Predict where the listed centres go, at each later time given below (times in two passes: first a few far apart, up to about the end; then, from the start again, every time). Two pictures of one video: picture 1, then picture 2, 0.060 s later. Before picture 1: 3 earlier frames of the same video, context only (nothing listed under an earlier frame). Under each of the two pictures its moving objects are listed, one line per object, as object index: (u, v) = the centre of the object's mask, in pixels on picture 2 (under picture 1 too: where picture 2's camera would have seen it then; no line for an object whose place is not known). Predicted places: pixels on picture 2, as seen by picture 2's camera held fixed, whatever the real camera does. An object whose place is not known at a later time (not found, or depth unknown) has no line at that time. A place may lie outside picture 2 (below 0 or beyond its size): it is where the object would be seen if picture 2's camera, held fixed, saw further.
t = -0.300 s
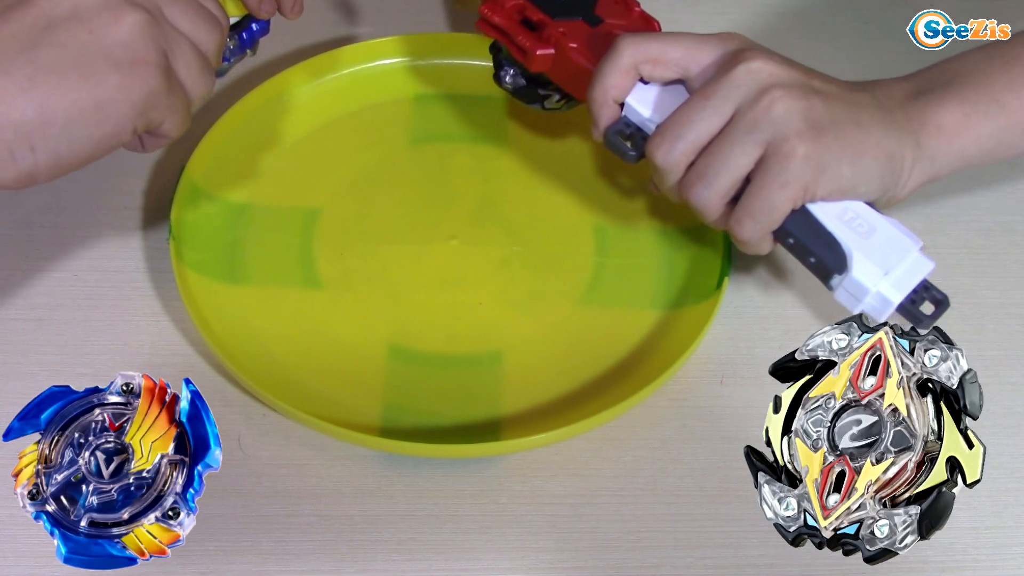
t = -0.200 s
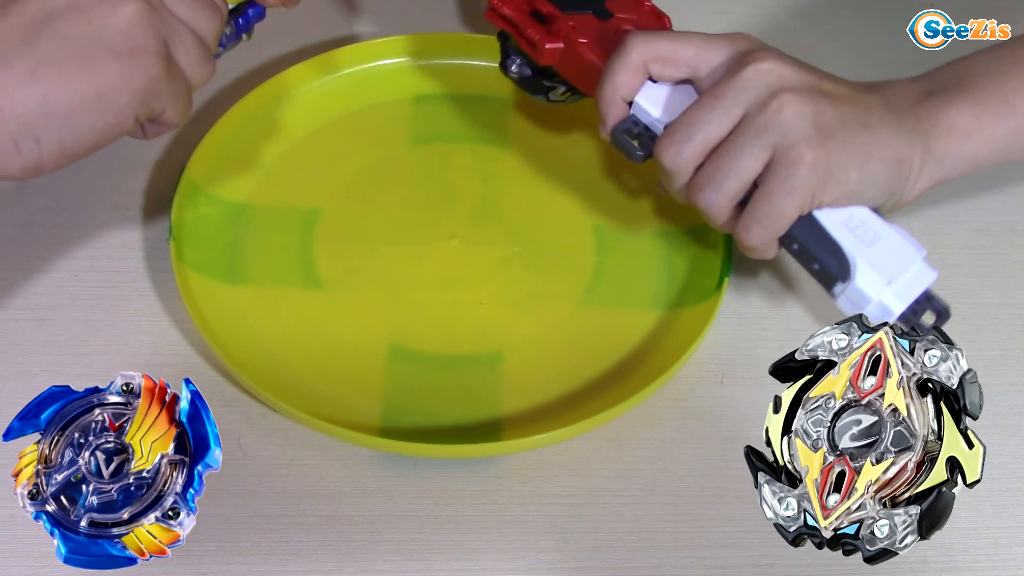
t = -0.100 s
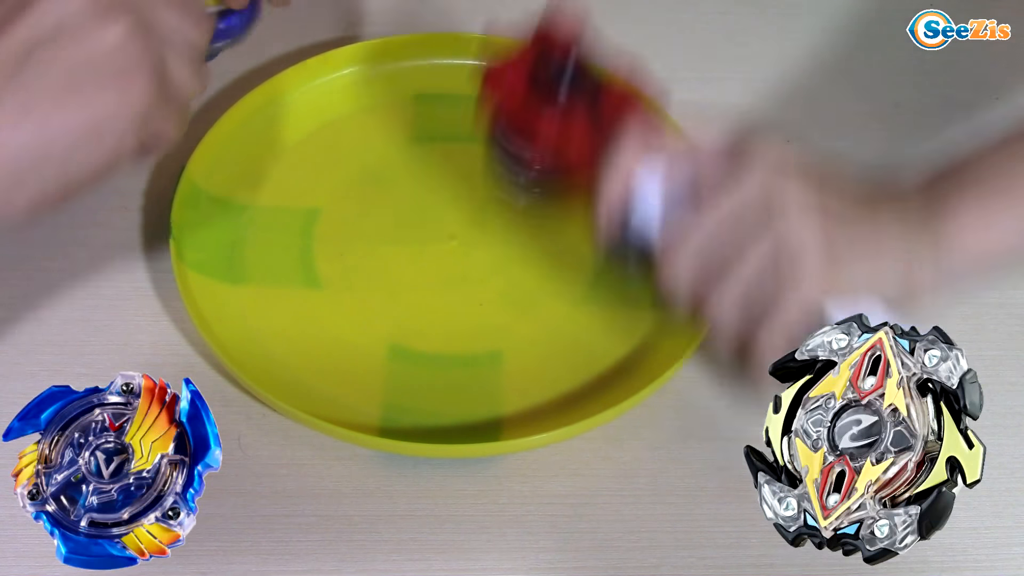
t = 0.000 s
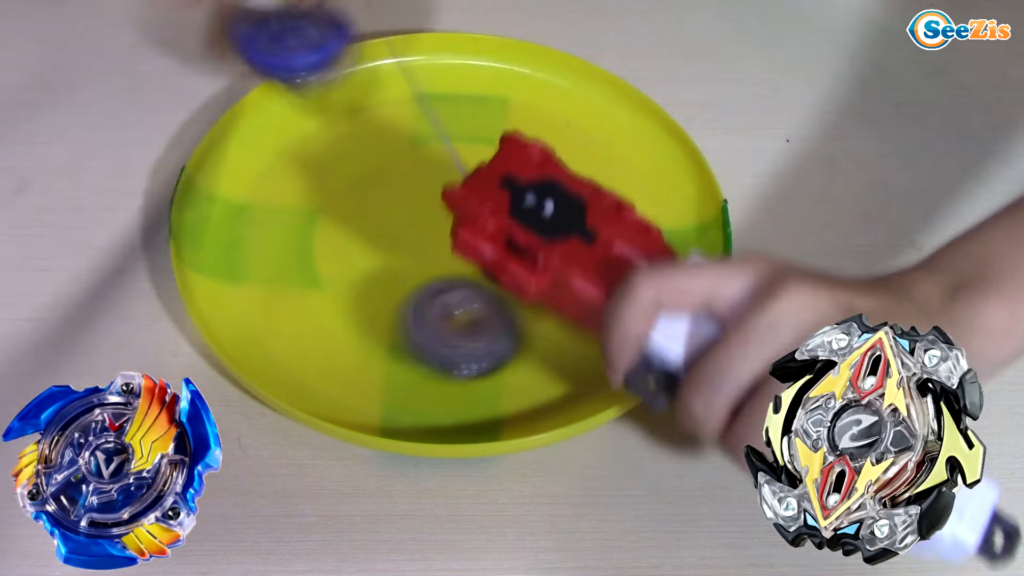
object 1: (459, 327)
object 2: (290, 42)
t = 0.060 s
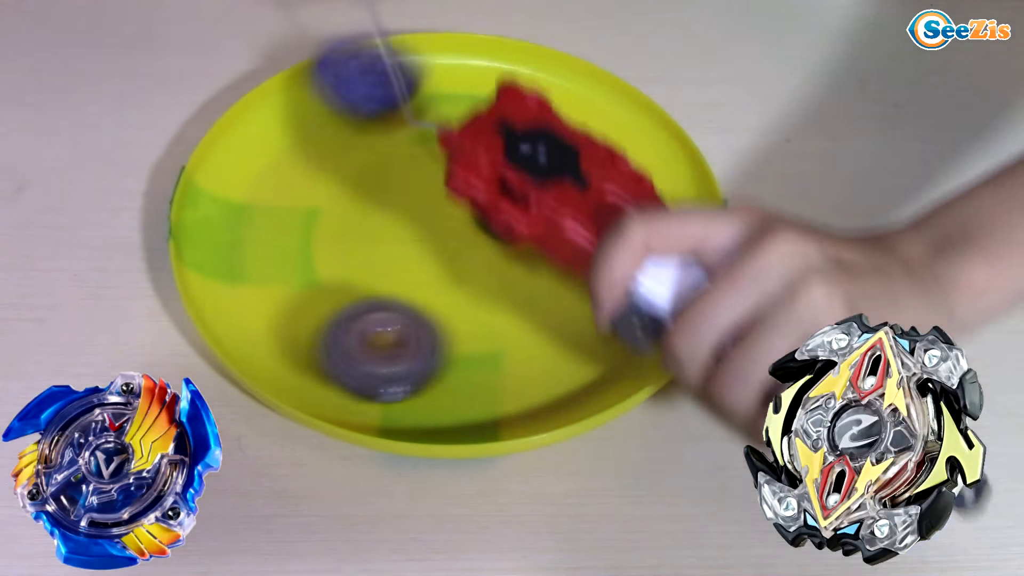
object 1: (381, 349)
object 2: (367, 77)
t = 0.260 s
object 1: (281, 292)
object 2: (527, 129)
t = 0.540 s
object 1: (231, 219)
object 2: (606, 281)
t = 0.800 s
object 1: (238, 164)
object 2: (575, 330)
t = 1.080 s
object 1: (275, 108)
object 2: (492, 347)
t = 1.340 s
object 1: (347, 64)
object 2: (413, 330)
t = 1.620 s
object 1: (437, 48)
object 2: (376, 280)
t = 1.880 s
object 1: (520, 58)
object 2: (375, 226)
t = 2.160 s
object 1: (588, 88)
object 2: (418, 188)
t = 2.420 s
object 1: (641, 136)
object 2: (477, 171)
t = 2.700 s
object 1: (662, 188)
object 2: (535, 190)
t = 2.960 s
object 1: (656, 212)
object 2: (496, 205)
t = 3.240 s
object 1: (615, 306)
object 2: (454, 221)
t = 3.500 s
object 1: (509, 357)
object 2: (415, 227)
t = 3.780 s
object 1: (391, 352)
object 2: (389, 217)
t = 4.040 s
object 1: (296, 314)
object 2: (382, 204)
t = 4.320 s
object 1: (235, 235)
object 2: (386, 195)
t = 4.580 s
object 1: (241, 157)
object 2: (395, 195)
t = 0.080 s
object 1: (358, 351)
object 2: (384, 57)
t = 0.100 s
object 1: (336, 350)
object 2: (402, 43)
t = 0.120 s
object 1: (316, 347)
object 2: (421, 34)
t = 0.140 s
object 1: (300, 341)
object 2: (428, 30)
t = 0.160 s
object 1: (289, 335)
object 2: (433, 41)
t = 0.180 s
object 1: (282, 326)
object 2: (456, 70)
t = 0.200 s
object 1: (279, 317)
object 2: (477, 81)
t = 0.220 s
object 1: (279, 309)
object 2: (500, 96)
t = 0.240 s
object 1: (281, 301)
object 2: (516, 112)
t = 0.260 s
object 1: (281, 292)
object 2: (527, 129)
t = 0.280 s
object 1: (279, 284)
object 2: (537, 147)
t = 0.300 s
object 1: (274, 277)
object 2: (548, 162)
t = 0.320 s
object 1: (268, 270)
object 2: (557, 177)
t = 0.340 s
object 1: (260, 264)
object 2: (566, 192)
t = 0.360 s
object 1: (251, 257)
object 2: (574, 205)
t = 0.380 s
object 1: (241, 251)
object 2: (581, 217)
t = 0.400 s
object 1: (234, 245)
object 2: (588, 229)
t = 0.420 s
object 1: (230, 239)
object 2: (593, 239)
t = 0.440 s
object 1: (231, 235)
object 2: (598, 248)
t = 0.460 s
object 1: (233, 233)
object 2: (601, 254)
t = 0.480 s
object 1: (236, 230)
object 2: (604, 261)
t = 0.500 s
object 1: (237, 227)
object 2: (605, 269)
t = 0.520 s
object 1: (235, 223)
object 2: (606, 275)
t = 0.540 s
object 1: (231, 219)
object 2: (606, 281)
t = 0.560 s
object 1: (229, 213)
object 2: (606, 287)
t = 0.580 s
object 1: (229, 209)
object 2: (606, 294)
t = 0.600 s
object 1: (231, 207)
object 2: (606, 300)
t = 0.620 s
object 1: (232, 202)
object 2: (604, 306)
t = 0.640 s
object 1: (231, 198)
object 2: (602, 311)
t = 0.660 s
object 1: (231, 194)
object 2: (600, 316)
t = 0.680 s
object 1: (232, 191)
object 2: (597, 321)
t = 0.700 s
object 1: (233, 187)
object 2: (593, 322)
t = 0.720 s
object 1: (232, 181)
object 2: (589, 322)
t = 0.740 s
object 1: (233, 177)
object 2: (585, 323)
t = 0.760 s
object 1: (235, 173)
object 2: (582, 326)
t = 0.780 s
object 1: (237, 170)
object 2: (578, 327)
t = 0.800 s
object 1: (238, 164)
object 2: (575, 330)
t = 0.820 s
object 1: (238, 158)
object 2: (571, 334)
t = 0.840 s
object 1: (239, 153)
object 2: (566, 337)
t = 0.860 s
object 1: (243, 149)
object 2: (561, 340)
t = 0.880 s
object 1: (248, 147)
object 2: (555, 343)
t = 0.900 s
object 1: (250, 142)
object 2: (548, 345)
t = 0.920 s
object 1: (251, 137)
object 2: (542, 346)
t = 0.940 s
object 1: (253, 132)
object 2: (536, 347)
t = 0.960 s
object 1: (256, 129)
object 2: (530, 347)
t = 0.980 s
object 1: (260, 127)
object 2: (523, 347)
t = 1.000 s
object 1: (262, 122)
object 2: (517, 347)
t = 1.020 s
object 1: (264, 118)
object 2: (511, 348)
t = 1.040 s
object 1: (267, 114)
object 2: (504, 349)
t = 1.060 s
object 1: (271, 111)
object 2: (498, 347)
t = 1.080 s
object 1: (275, 108)
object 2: (492, 347)
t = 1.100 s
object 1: (279, 103)
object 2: (485, 348)
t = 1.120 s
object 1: (284, 98)
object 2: (479, 347)
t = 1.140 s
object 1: (289, 94)
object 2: (472, 347)
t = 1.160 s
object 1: (294, 92)
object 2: (466, 346)
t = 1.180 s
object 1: (298, 90)
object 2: (460, 346)
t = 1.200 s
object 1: (303, 87)
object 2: (454, 345)
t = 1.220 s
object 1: (309, 82)
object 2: (447, 344)
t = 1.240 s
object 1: (316, 76)
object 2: (440, 342)
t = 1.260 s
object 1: (324, 72)
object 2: (434, 341)
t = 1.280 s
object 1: (331, 68)
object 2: (429, 338)
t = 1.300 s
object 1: (336, 68)
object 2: (423, 336)
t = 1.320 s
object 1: (341, 66)
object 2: (419, 334)
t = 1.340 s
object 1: (347, 64)
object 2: (413, 330)
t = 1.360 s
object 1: (355, 61)
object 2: (410, 327)
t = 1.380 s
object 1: (364, 57)
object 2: (406, 323)
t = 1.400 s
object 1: (372, 54)
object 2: (401, 320)
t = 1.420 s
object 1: (378, 53)
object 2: (399, 316)
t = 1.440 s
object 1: (383, 53)
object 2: (396, 313)
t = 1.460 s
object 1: (386, 53)
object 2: (394, 309)
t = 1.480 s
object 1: (390, 53)
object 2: (391, 305)
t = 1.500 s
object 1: (396, 52)
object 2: (388, 302)
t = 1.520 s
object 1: (403, 50)
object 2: (386, 299)
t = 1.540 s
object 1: (411, 48)
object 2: (384, 294)
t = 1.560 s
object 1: (420, 47)
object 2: (381, 292)
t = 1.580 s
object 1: (426, 48)
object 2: (379, 288)
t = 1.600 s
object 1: (431, 48)
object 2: (377, 285)
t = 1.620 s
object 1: (437, 48)
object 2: (376, 280)
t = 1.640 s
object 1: (443, 48)
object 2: (374, 276)
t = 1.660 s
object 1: (450, 48)
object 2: (372, 272)
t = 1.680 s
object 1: (458, 48)
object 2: (371, 266)
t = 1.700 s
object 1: (463, 48)
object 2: (370, 264)
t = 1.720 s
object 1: (468, 49)
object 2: (370, 260)
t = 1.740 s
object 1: (474, 50)
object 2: (369, 256)
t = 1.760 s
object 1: (482, 50)
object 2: (370, 251)
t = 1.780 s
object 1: (490, 51)
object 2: (369, 247)
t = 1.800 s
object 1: (496, 52)
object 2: (370, 242)
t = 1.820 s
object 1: (502, 54)
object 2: (370, 237)
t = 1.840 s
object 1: (506, 55)
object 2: (372, 234)
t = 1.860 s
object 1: (512, 56)
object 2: (373, 231)
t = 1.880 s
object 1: (520, 58)
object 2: (375, 226)
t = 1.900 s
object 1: (527, 60)
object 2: (377, 222)
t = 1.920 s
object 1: (534, 62)
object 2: (379, 218)
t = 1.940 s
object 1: (538, 64)
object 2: (382, 215)
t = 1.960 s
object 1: (541, 65)
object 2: (384, 213)
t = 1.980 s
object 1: (545, 67)
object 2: (387, 210)
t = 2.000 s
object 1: (551, 69)
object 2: (391, 207)
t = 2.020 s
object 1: (558, 71)
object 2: (394, 204)
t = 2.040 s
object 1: (565, 74)
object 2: (397, 202)
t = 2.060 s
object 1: (570, 76)
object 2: (400, 199)
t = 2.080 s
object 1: (572, 78)
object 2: (403, 197)
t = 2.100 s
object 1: (575, 80)
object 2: (407, 195)
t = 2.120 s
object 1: (578, 83)
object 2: (410, 193)
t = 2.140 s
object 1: (582, 85)
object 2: (414, 191)
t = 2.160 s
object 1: (588, 88)
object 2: (418, 188)
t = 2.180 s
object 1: (594, 91)
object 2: (421, 186)
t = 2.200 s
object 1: (598, 94)
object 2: (425, 184)
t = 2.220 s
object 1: (601, 97)
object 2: (430, 182)
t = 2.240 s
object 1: (603, 99)
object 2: (434, 180)
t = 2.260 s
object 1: (606, 102)
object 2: (439, 178)
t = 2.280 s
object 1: (611, 105)
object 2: (443, 177)
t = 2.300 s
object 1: (616, 108)
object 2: (448, 175)
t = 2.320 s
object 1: (619, 112)
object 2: (452, 174)
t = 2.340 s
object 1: (623, 117)
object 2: (458, 173)
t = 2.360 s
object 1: (628, 121)
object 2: (463, 172)
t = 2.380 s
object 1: (633, 126)
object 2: (468, 171)
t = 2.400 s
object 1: (638, 131)
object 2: (473, 171)
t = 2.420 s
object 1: (641, 136)
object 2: (477, 171)
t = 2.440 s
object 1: (645, 141)
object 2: (483, 171)
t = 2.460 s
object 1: (647, 146)
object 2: (487, 172)
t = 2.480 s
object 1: (649, 150)
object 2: (493, 173)
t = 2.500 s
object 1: (651, 155)
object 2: (496, 174)
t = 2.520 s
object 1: (653, 158)
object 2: (501, 175)
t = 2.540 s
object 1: (654, 162)
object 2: (504, 176)
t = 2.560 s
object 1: (656, 165)
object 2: (510, 178)
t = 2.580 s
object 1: (657, 168)
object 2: (513, 179)
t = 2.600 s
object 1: (658, 172)
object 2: (518, 180)
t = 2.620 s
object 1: (659, 175)
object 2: (521, 182)
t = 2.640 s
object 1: (660, 178)
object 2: (524, 184)
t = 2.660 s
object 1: (661, 182)
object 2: (527, 186)
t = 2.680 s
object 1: (662, 185)
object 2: (531, 188)
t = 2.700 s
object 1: (662, 188)
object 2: (535, 190)
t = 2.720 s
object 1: (662, 191)
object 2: (537, 192)
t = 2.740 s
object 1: (664, 196)
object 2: (540, 194)
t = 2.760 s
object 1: (665, 200)
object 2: (543, 197)
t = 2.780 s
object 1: (665, 203)
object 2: (546, 199)
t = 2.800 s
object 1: (666, 206)
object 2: (545, 200)
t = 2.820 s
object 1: (674, 211)
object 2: (536, 200)
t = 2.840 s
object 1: (678, 213)
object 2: (527, 200)
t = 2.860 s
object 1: (677, 215)
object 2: (519, 201)
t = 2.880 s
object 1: (673, 214)
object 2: (513, 201)
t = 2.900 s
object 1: (668, 213)
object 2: (509, 202)
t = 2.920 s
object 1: (663, 211)
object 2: (504, 203)
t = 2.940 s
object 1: (659, 210)
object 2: (500, 204)
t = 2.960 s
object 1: (656, 212)
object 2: (496, 205)
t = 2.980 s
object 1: (655, 215)
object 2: (493, 207)
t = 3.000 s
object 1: (656, 220)
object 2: (489, 208)
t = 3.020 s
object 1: (657, 226)
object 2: (486, 209)
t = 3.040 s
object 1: (657, 233)
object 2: (483, 210)
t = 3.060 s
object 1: (656, 241)
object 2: (480, 211)
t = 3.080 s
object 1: (655, 250)
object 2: (477, 212)
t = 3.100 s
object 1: (652, 260)
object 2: (474, 214)
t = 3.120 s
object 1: (649, 270)
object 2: (471, 215)
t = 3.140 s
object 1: (644, 280)
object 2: (468, 216)
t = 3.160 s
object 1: (638, 289)
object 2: (465, 217)
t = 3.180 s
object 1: (632, 295)
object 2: (462, 218)
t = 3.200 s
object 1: (626, 298)
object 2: (459, 219)
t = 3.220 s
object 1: (621, 302)
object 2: (456, 220)
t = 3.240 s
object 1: (615, 306)
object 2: (454, 221)
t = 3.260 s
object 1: (608, 313)
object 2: (451, 222)
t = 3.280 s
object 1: (600, 320)
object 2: (448, 223)
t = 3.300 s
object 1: (591, 327)
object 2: (445, 224)
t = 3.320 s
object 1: (582, 333)
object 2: (442, 224)
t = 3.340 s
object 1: (574, 336)
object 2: (439, 225)
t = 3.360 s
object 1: (568, 338)
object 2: (436, 226)
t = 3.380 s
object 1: (562, 340)
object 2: (432, 226)
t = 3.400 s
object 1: (555, 343)
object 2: (430, 227)
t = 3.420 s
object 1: (546, 347)
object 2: (427, 227)
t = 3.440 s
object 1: (535, 351)
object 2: (423, 227)
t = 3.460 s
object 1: (524, 355)
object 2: (420, 227)
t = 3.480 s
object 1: (515, 357)
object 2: (417, 227)
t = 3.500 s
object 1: (509, 357)
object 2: (415, 227)
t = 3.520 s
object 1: (502, 357)
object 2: (412, 227)
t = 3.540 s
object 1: (494, 359)
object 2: (409, 226)
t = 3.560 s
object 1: (482, 361)
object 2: (407, 225)
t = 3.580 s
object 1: (470, 362)
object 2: (405, 224)
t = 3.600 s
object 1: (458, 363)
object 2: (402, 224)
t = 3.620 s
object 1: (450, 362)
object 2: (400, 224)
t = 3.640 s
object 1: (443, 361)
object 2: (399, 223)
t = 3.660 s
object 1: (434, 360)
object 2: (397, 222)
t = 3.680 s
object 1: (423, 361)
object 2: (395, 222)
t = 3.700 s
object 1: (411, 361)
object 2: (394, 221)
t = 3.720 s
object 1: (404, 359)
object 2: (392, 220)
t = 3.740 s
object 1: (399, 357)
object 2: (390, 219)
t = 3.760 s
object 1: (396, 354)
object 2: (389, 219)
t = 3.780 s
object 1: (391, 352)
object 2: (389, 217)
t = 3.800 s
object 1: (383, 350)
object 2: (388, 216)
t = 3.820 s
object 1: (373, 349)
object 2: (387, 215)
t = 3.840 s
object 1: (360, 347)
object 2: (386, 214)
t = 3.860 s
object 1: (348, 344)
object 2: (385, 213)
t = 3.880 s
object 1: (339, 341)
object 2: (385, 212)
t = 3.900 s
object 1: (335, 337)
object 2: (384, 211)
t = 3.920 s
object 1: (333, 334)
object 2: (383, 211)
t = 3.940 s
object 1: (330, 331)
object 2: (383, 209)
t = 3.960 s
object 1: (324, 328)
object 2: (382, 208)
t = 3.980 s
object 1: (316, 326)
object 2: (382, 208)
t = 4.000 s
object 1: (307, 322)
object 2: (382, 207)
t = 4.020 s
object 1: (299, 318)
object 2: (382, 205)
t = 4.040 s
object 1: (296, 314)
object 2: (382, 204)
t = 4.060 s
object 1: (294, 309)
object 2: (382, 203)
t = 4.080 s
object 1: (289, 305)
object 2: (382, 202)
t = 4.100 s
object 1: (284, 301)
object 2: (382, 201)
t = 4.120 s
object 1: (278, 296)
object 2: (382, 200)
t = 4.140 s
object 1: (271, 291)
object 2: (383, 200)
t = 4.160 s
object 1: (265, 285)
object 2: (383, 199)
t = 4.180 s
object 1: (259, 280)
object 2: (383, 198)
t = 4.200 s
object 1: (255, 273)
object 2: (384, 198)
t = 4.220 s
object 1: (251, 267)
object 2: (384, 197)
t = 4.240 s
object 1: (247, 261)
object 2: (384, 197)
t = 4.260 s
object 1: (244, 254)
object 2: (385, 196)
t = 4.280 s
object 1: (241, 248)
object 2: (386, 196)
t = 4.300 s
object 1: (238, 241)
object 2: (386, 195)
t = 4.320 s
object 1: (235, 235)
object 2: (386, 195)
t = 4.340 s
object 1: (234, 228)
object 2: (388, 195)
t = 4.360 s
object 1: (233, 221)
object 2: (388, 195)
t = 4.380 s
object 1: (232, 214)
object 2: (388, 194)
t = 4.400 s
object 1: (230, 208)
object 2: (389, 195)
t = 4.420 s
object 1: (230, 201)
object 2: (390, 194)
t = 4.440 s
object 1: (231, 195)
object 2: (390, 194)
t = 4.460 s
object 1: (232, 188)
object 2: (391, 194)
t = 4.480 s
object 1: (233, 182)
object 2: (392, 194)
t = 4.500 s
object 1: (234, 176)
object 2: (392, 194)
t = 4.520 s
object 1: (236, 171)
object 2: (393, 194)
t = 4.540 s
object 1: (238, 166)
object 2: (394, 194)
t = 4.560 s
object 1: (239, 162)
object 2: (394, 194)
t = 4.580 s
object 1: (241, 157)
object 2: (395, 195)
